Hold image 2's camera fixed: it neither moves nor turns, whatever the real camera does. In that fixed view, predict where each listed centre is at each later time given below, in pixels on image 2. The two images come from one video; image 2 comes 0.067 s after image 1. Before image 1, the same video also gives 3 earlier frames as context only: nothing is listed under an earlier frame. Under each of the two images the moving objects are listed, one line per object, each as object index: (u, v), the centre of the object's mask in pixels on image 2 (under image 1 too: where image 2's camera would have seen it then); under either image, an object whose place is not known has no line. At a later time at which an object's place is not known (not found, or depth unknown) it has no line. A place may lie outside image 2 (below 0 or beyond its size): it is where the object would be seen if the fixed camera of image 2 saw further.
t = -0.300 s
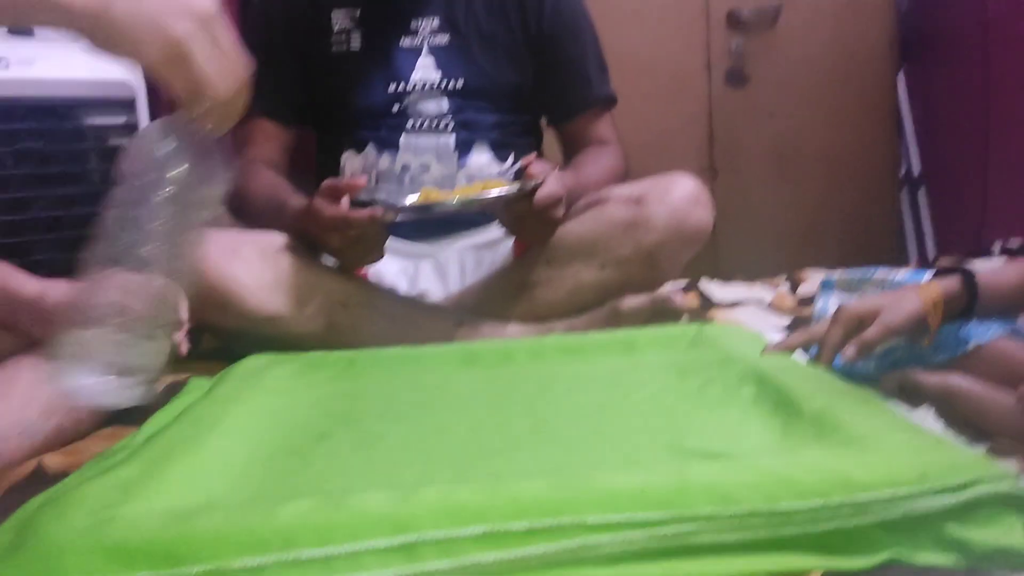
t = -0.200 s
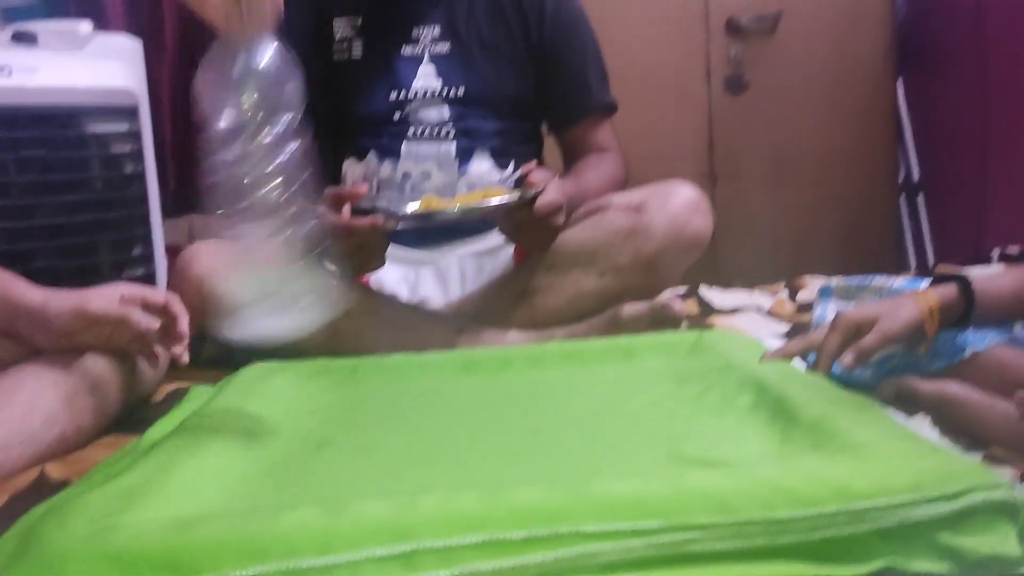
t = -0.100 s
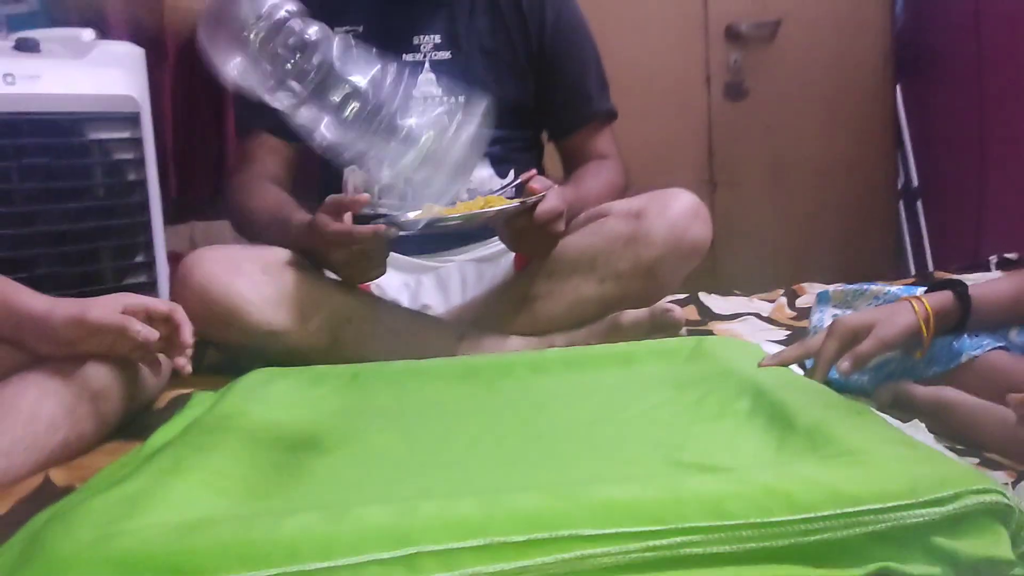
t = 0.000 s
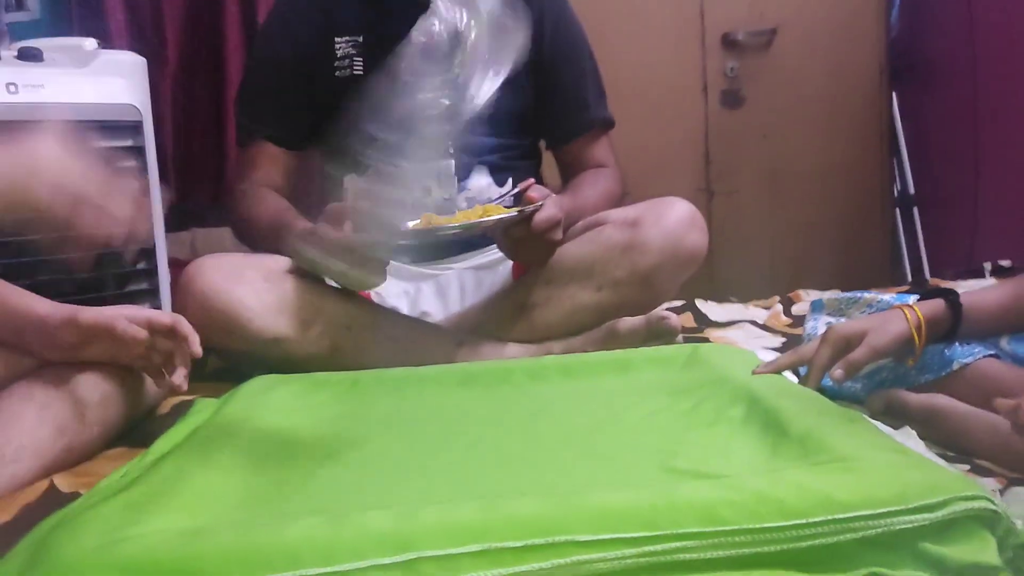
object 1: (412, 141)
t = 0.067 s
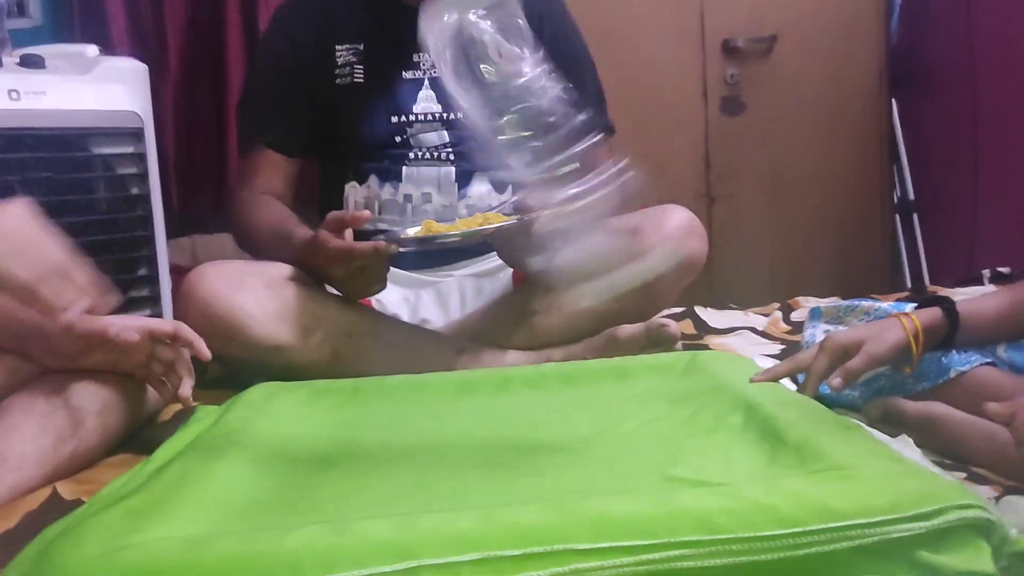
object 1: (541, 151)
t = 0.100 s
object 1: (576, 120)
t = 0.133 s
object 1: (608, 118)
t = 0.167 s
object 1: (609, 128)
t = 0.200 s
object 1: (613, 160)
